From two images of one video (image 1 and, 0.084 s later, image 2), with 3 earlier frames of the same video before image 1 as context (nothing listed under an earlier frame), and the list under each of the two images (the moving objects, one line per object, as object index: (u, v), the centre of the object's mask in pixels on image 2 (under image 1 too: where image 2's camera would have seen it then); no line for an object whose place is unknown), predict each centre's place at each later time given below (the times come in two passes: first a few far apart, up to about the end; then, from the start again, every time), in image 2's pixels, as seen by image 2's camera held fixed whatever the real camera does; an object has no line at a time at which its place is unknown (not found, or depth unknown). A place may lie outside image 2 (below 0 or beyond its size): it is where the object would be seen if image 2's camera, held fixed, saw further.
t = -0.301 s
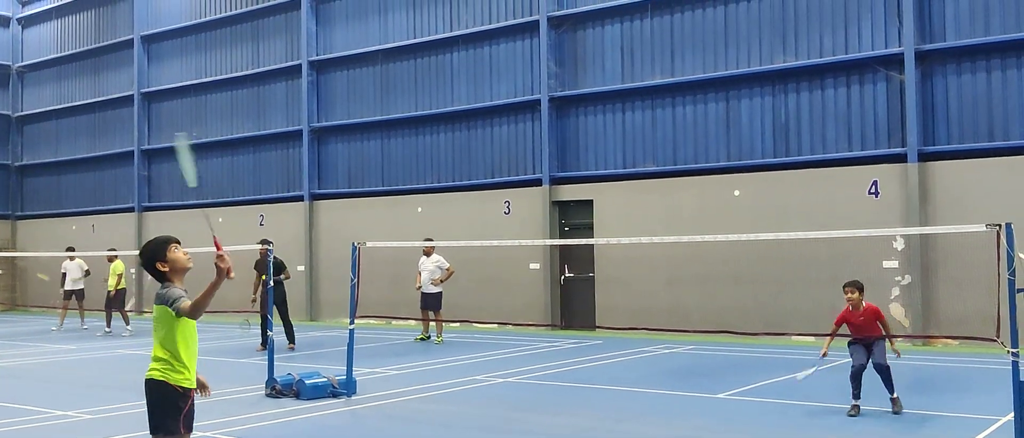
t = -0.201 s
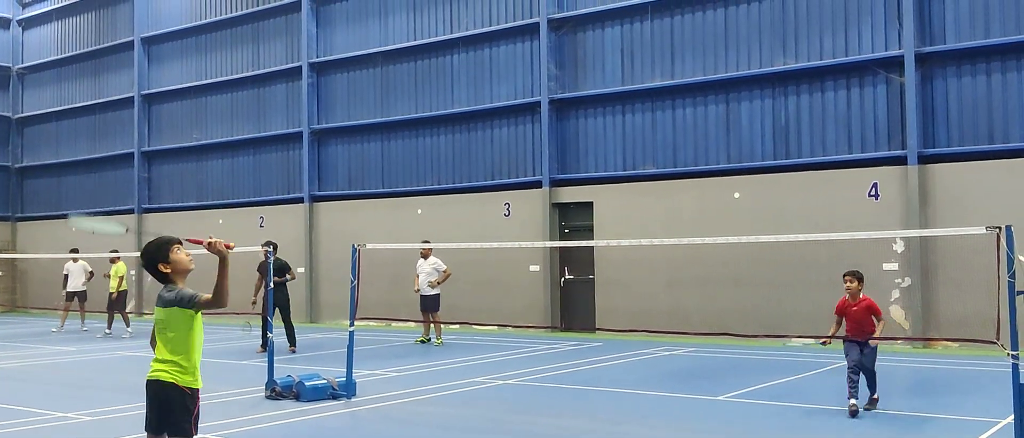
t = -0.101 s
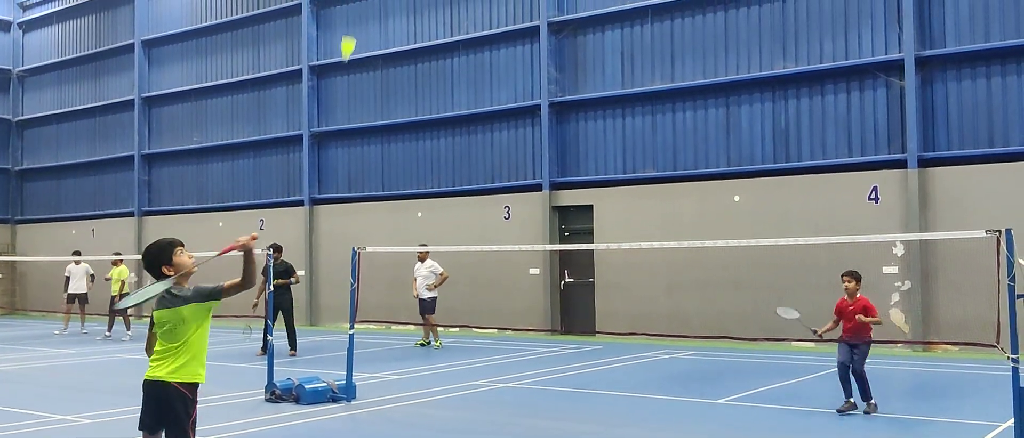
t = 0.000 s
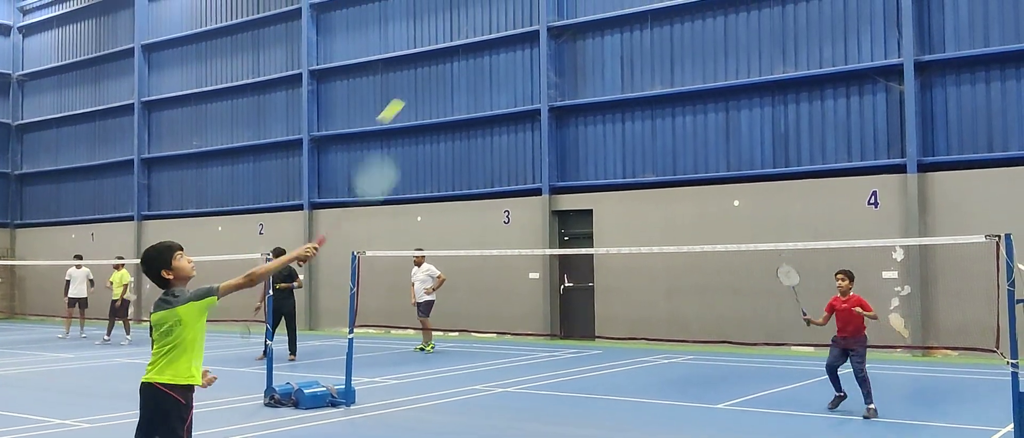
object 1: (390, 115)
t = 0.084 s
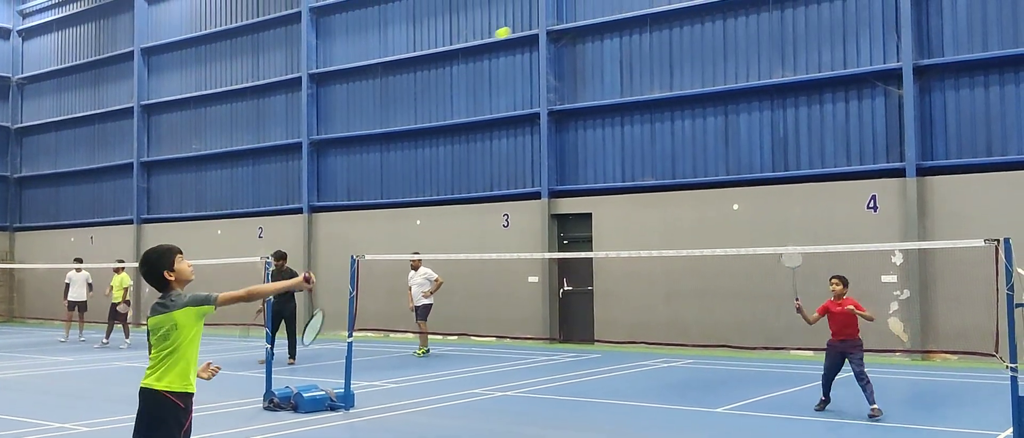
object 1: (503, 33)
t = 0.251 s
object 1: (601, -5)
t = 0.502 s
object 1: (661, 4)
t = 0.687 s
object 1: (687, 37)
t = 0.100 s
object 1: (519, 28)
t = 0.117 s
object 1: (532, 23)
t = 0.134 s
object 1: (544, 16)
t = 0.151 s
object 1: (553, 9)
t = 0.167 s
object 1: (562, 4)
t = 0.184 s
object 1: (571, 1)
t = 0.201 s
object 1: (579, -1)
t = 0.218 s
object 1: (587, -3)
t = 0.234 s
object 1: (594, -4)
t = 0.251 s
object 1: (601, -5)
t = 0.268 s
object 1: (607, -6)
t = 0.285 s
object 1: (612, -7)
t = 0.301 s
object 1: (617, -8)
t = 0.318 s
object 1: (622, -8)
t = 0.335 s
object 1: (626, -9)
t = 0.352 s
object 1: (630, -9)
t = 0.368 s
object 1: (635, -9)
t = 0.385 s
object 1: (639, -8)
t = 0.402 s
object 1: (642, -7)
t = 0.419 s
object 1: (646, -5)
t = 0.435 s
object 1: (649, -4)
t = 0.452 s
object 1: (652, -2)
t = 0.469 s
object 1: (655, 0)
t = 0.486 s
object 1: (658, 2)
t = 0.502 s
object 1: (661, 4)
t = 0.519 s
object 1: (664, 7)
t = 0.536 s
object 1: (667, 10)
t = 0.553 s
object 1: (669, 13)
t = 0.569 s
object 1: (672, 16)
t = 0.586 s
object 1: (675, 19)
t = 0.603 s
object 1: (677, 22)
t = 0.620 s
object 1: (681, 25)
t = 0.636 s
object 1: (683, 26)
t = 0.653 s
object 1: (685, 30)
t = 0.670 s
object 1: (686, 33)
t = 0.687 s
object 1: (687, 37)
